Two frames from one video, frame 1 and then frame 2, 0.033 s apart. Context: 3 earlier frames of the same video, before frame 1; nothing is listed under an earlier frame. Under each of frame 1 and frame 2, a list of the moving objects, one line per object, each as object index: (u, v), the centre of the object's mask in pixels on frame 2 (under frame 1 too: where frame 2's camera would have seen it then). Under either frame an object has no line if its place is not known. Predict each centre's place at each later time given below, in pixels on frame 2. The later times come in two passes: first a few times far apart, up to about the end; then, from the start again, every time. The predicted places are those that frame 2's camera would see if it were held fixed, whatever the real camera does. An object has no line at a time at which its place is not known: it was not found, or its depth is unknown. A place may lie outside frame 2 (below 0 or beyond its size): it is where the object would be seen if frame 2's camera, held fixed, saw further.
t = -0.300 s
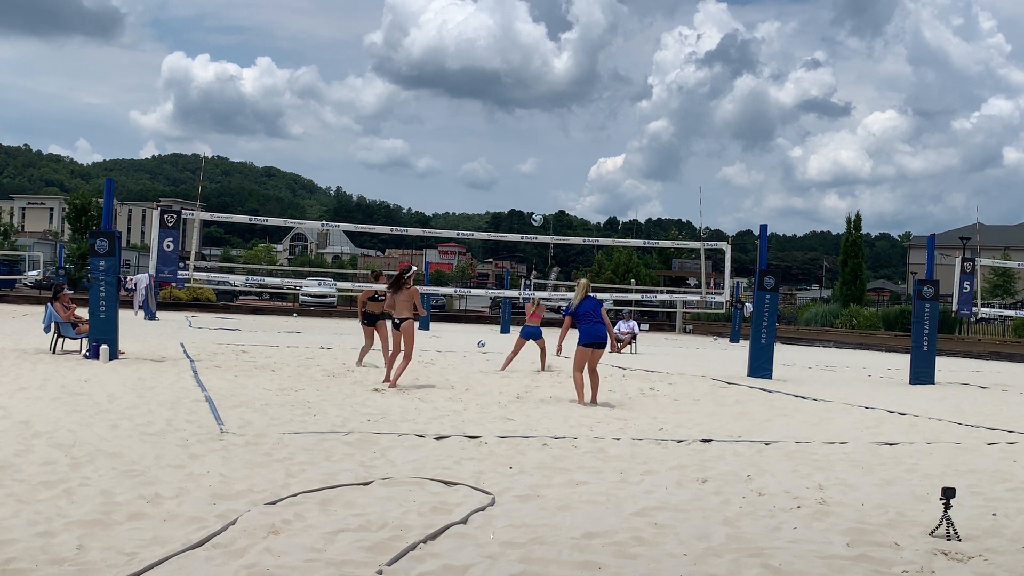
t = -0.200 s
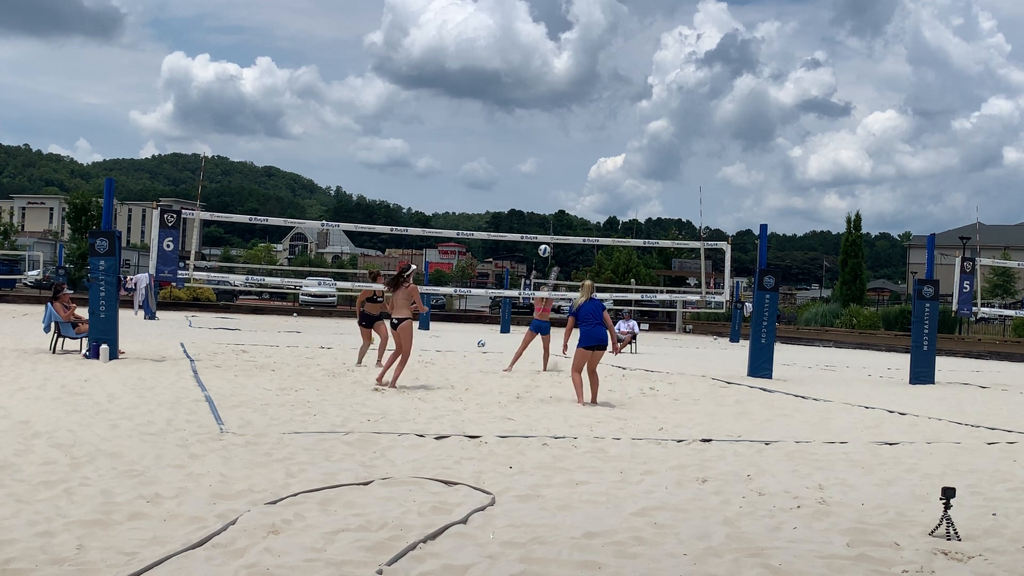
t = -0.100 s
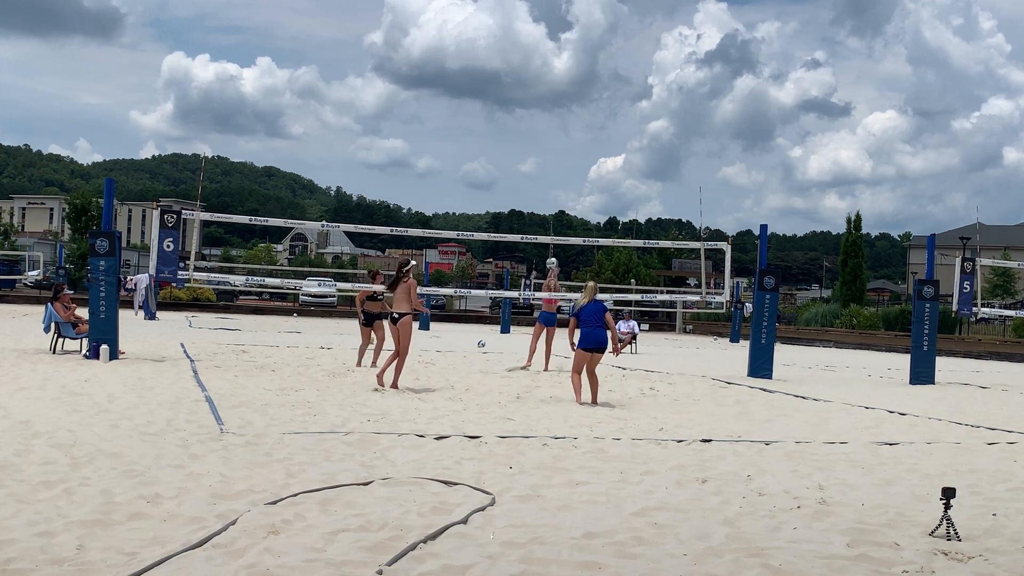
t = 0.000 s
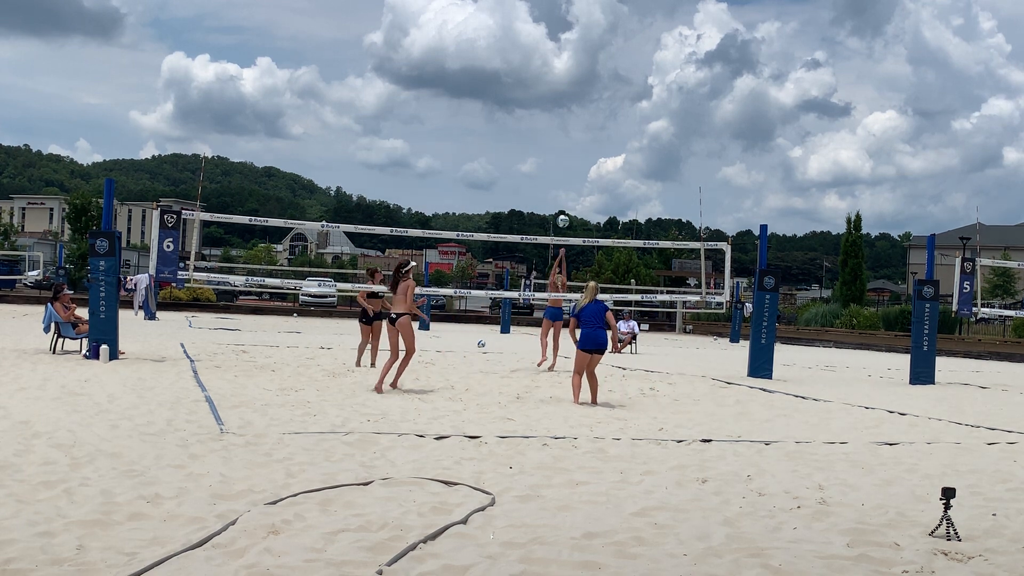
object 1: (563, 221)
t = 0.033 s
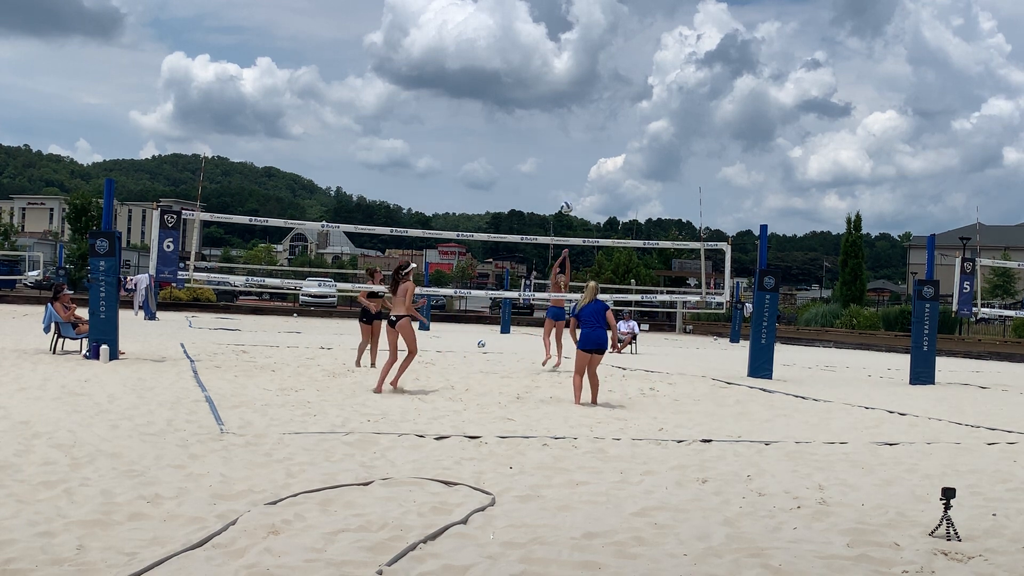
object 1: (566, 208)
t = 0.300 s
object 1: (594, 116)
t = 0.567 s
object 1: (622, 57)
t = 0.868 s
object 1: (653, 43)
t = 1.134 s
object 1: (682, 91)
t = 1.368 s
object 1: (707, 194)
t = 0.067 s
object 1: (570, 194)
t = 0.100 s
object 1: (573, 182)
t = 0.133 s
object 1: (577, 169)
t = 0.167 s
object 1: (580, 158)
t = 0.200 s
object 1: (584, 147)
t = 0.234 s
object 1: (587, 136)
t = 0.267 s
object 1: (591, 126)
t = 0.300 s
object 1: (594, 116)
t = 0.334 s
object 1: (598, 106)
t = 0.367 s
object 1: (601, 98)
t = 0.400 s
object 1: (605, 89)
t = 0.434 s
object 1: (608, 82)
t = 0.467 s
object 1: (612, 75)
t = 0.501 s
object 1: (615, 68)
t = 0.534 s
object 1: (618, 62)
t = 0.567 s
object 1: (622, 57)
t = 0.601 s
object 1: (625, 52)
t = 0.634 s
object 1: (629, 48)
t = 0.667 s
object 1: (632, 46)
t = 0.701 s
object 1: (635, 43)
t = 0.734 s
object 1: (639, 41)
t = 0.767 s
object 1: (643, 40)
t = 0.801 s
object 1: (646, 40)
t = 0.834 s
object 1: (650, 41)
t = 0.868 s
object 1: (653, 43)
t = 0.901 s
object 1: (657, 45)
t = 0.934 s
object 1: (661, 49)
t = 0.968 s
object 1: (664, 53)
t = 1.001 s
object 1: (668, 59)
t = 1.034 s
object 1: (671, 65)
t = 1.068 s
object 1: (675, 73)
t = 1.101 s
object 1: (679, 81)
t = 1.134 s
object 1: (682, 91)
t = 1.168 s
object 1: (686, 102)
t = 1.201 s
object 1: (689, 115)
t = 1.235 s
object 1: (693, 127)
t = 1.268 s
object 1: (696, 142)
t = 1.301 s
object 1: (700, 158)
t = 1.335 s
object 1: (703, 175)
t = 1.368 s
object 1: (707, 194)
